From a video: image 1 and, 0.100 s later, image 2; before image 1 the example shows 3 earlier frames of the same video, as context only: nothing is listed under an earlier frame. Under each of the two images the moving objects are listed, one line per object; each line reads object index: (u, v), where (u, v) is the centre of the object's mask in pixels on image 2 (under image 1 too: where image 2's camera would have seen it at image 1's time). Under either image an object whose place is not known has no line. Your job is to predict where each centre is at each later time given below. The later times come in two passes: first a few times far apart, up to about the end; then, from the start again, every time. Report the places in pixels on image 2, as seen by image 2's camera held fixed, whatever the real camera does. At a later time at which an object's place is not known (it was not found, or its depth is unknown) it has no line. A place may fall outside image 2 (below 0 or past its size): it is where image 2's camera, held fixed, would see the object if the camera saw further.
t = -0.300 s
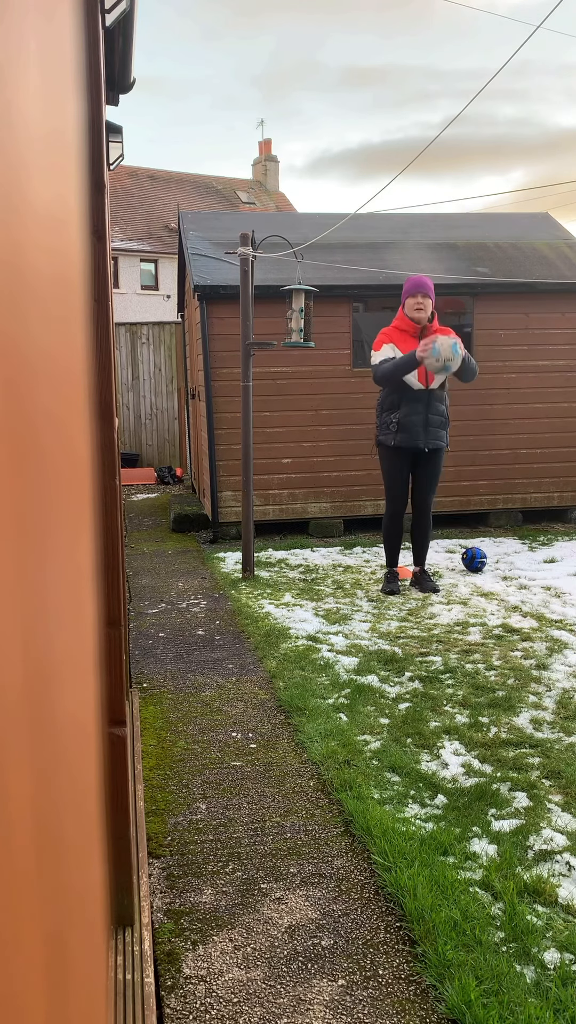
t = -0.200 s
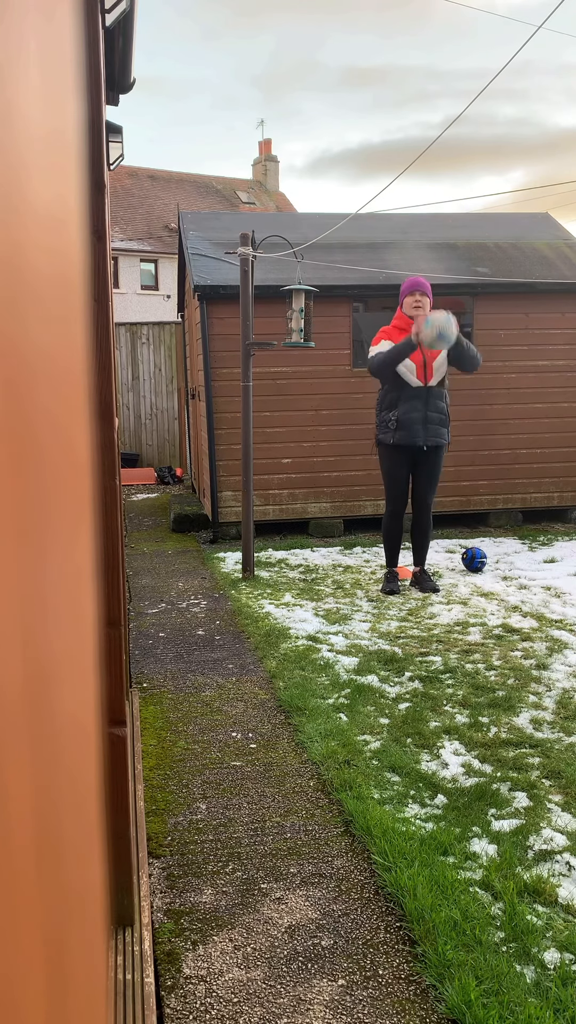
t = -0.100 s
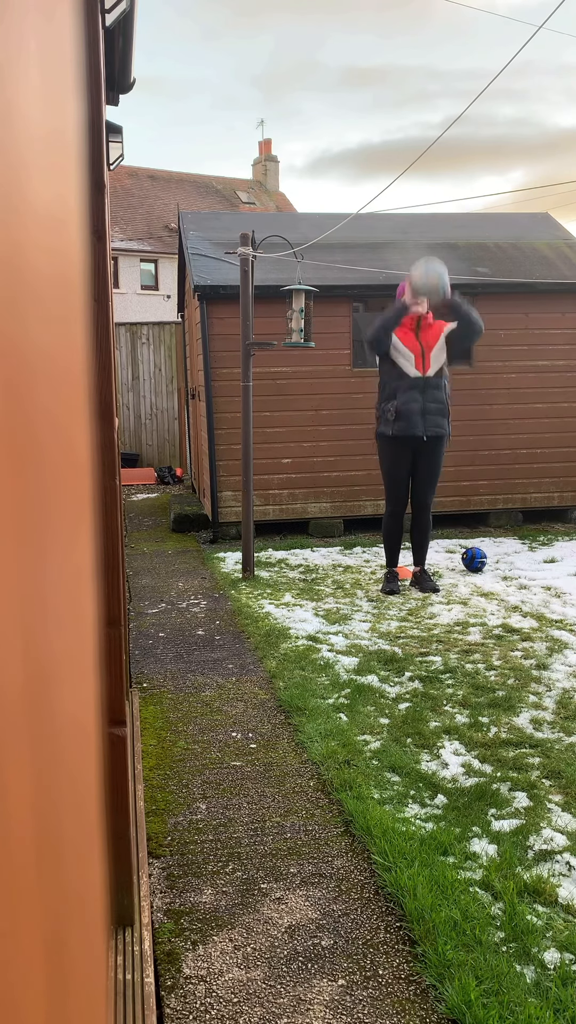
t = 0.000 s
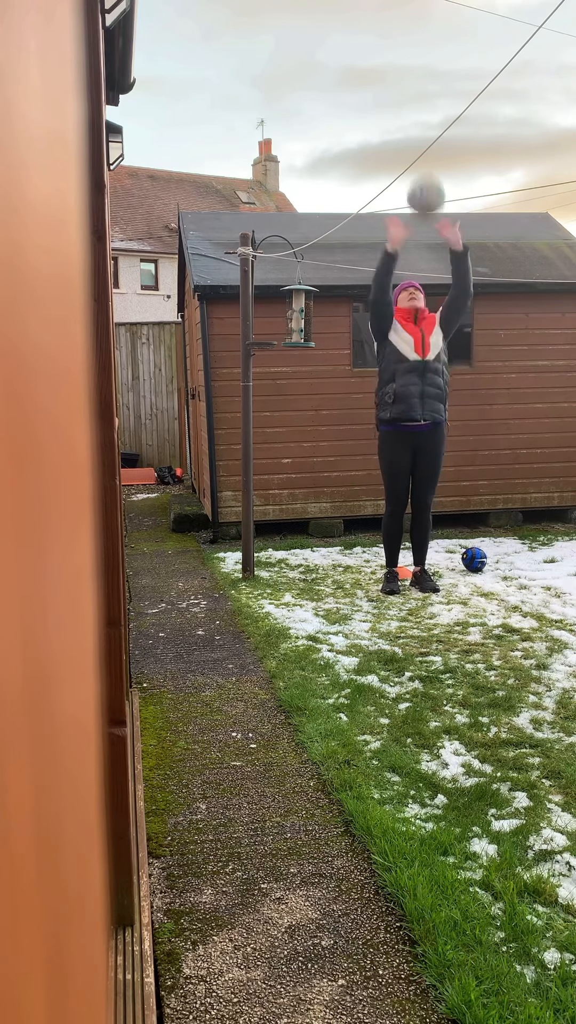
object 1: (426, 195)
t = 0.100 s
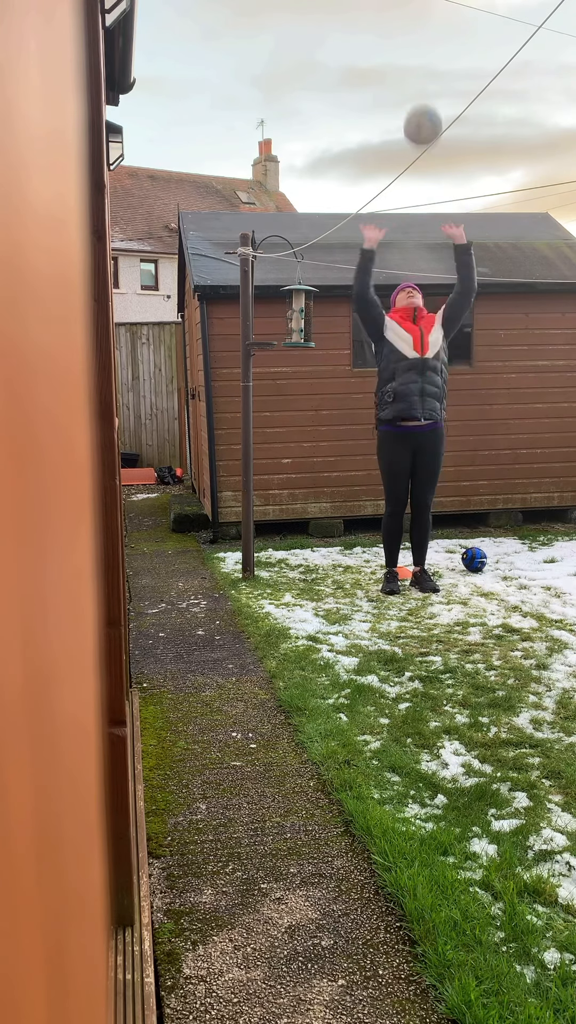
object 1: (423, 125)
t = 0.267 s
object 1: (417, 58)
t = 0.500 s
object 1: (406, 61)
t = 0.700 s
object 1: (393, 158)
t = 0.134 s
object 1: (422, 108)
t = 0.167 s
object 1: (421, 91)
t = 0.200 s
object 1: (419, 78)
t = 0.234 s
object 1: (418, 67)
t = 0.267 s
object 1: (417, 58)
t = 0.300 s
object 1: (415, 52)
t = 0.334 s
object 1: (414, 47)
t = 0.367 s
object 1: (412, 45)
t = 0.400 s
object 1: (411, 46)
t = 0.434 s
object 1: (409, 49)
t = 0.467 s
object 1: (407, 54)
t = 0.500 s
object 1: (406, 61)
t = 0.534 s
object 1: (404, 72)
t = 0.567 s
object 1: (402, 85)
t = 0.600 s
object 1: (400, 100)
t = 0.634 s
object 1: (398, 116)
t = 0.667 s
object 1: (396, 137)
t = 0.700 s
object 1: (393, 158)
